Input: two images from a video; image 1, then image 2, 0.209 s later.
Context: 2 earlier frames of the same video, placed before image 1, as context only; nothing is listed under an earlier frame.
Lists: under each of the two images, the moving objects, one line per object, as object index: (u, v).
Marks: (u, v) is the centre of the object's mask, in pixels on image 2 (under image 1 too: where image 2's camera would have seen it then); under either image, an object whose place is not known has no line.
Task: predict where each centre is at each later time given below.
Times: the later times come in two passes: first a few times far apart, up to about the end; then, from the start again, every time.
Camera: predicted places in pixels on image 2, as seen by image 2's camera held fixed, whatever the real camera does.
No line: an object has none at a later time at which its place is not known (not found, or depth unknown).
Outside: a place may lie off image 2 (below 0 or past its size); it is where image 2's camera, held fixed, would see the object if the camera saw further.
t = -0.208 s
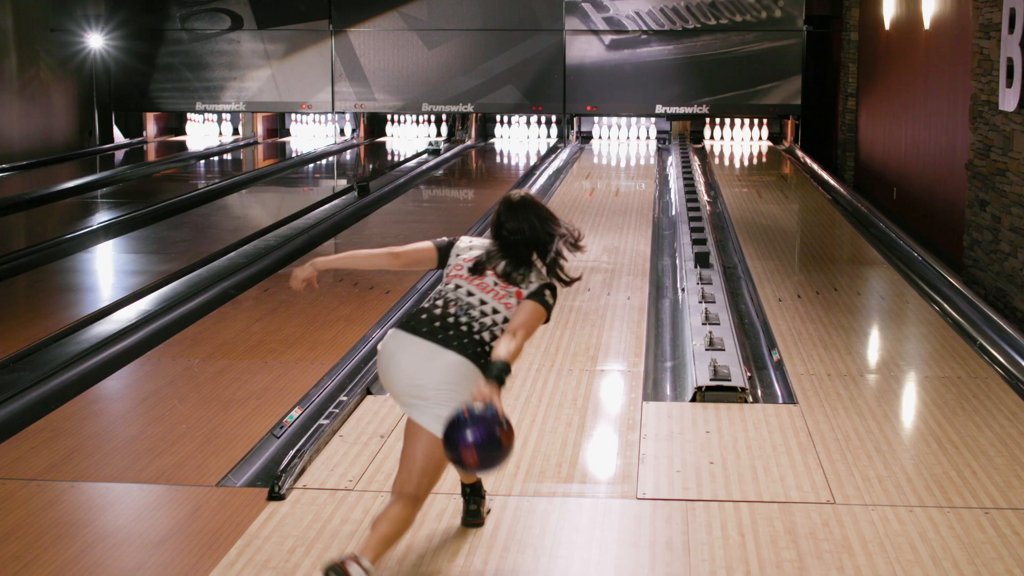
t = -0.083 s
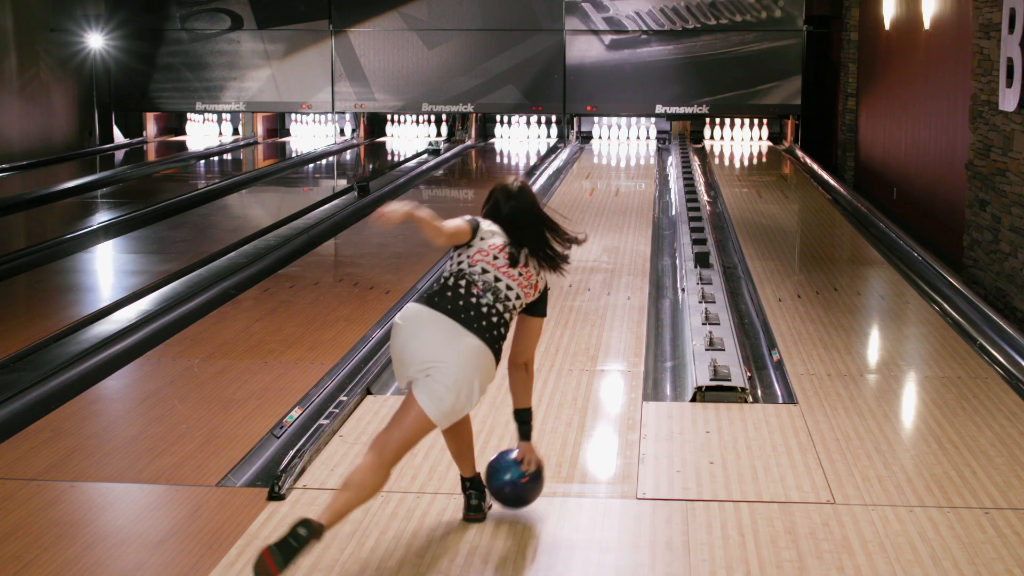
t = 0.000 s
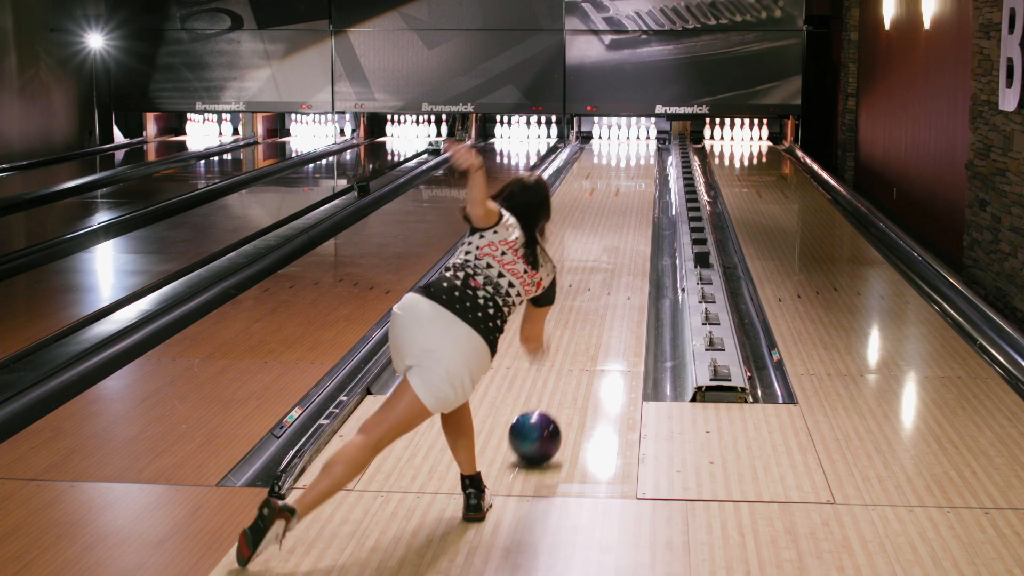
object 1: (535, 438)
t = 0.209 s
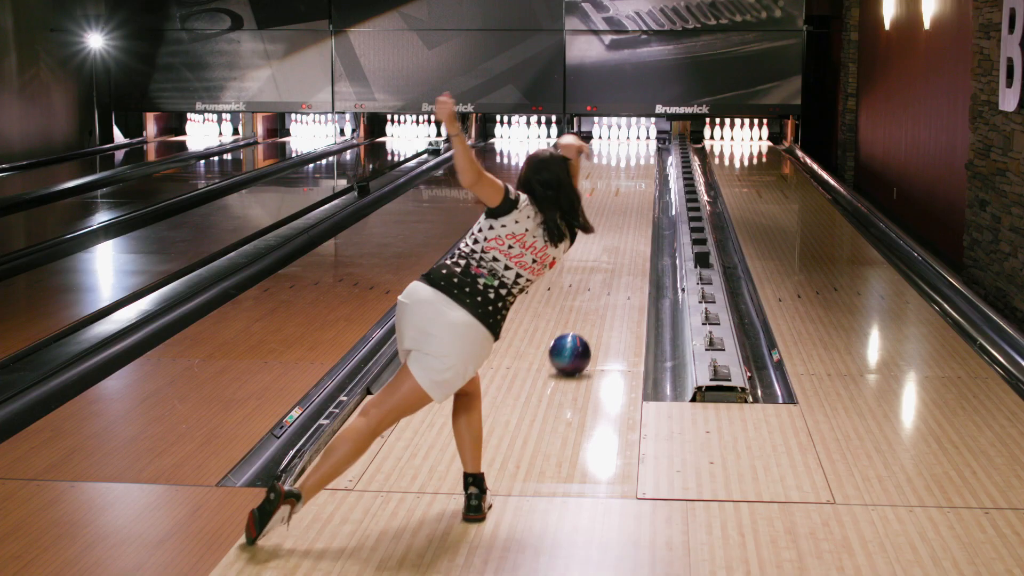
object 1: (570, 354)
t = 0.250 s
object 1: (575, 342)
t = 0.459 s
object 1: (596, 291)
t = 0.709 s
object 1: (612, 249)
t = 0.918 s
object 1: (622, 223)
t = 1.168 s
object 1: (631, 199)
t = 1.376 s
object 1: (636, 183)
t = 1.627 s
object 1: (640, 169)
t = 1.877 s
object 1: (641, 157)
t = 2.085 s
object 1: (639, 149)
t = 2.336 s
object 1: (632, 142)
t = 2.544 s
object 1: (627, 137)
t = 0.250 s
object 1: (575, 342)
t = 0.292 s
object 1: (580, 330)
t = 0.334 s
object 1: (584, 320)
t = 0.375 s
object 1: (588, 309)
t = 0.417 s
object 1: (592, 300)
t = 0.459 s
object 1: (596, 291)
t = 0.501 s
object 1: (599, 283)
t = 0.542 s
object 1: (602, 276)
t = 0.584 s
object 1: (605, 268)
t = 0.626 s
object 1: (608, 262)
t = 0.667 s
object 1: (610, 255)
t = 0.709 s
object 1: (612, 249)
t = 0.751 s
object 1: (615, 243)
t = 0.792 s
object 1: (617, 238)
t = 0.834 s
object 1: (619, 232)
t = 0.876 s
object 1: (621, 227)
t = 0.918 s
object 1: (622, 223)
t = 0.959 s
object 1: (624, 218)
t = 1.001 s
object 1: (626, 214)
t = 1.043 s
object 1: (627, 210)
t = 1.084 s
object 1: (629, 206)
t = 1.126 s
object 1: (630, 202)
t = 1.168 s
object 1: (631, 199)
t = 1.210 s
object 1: (632, 196)
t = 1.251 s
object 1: (633, 192)
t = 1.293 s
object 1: (634, 189)
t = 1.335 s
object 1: (635, 186)
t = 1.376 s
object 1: (636, 183)
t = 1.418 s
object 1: (637, 181)
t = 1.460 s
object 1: (637, 178)
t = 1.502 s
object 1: (638, 176)
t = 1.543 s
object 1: (639, 173)
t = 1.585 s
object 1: (639, 171)
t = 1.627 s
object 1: (640, 169)
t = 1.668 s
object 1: (640, 167)
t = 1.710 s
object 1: (641, 164)
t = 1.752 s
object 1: (641, 163)
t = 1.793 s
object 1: (641, 161)
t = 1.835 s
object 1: (641, 159)
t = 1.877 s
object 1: (641, 157)
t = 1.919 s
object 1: (641, 155)
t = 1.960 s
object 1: (640, 154)
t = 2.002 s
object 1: (640, 152)
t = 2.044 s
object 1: (639, 151)
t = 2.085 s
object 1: (639, 149)
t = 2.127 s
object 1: (638, 148)
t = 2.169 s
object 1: (637, 147)
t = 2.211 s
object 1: (635, 145)
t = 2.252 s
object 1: (634, 144)
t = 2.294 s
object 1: (633, 143)
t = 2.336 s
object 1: (632, 142)
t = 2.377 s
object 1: (631, 141)
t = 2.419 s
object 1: (630, 140)
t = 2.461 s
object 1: (629, 138)
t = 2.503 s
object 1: (628, 138)
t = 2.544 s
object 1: (627, 137)
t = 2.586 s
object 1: (628, 136)
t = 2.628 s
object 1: (628, 135)
